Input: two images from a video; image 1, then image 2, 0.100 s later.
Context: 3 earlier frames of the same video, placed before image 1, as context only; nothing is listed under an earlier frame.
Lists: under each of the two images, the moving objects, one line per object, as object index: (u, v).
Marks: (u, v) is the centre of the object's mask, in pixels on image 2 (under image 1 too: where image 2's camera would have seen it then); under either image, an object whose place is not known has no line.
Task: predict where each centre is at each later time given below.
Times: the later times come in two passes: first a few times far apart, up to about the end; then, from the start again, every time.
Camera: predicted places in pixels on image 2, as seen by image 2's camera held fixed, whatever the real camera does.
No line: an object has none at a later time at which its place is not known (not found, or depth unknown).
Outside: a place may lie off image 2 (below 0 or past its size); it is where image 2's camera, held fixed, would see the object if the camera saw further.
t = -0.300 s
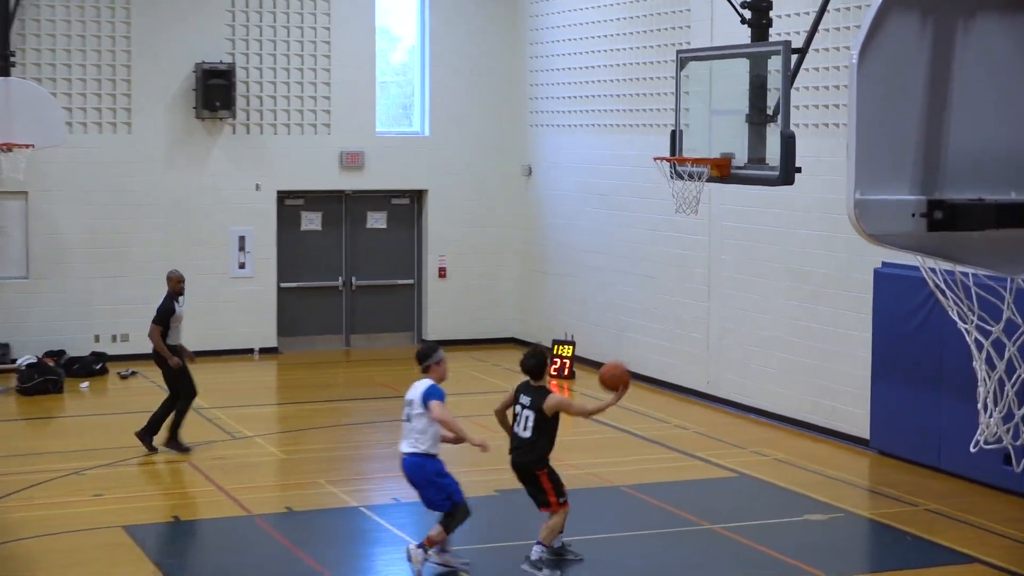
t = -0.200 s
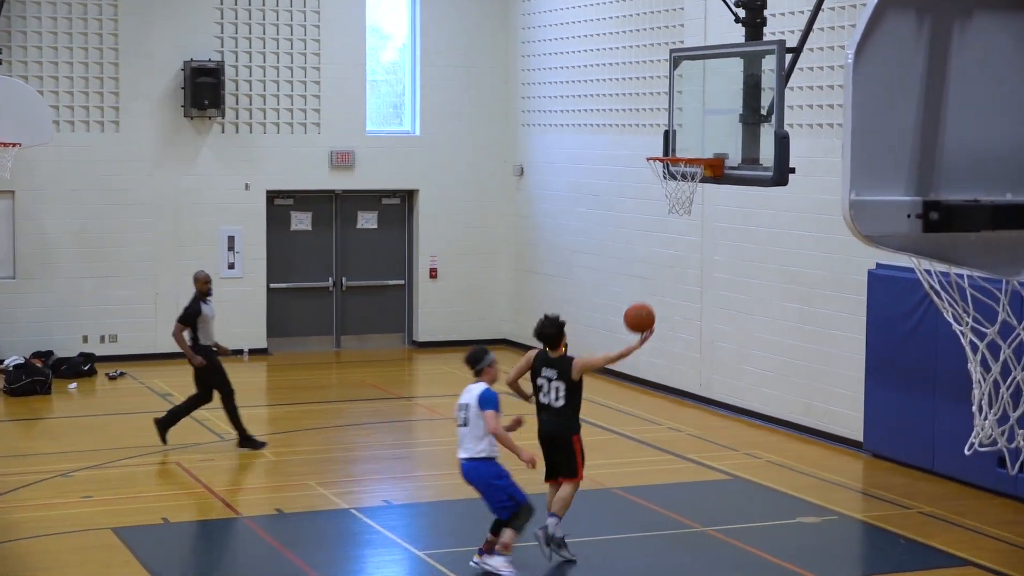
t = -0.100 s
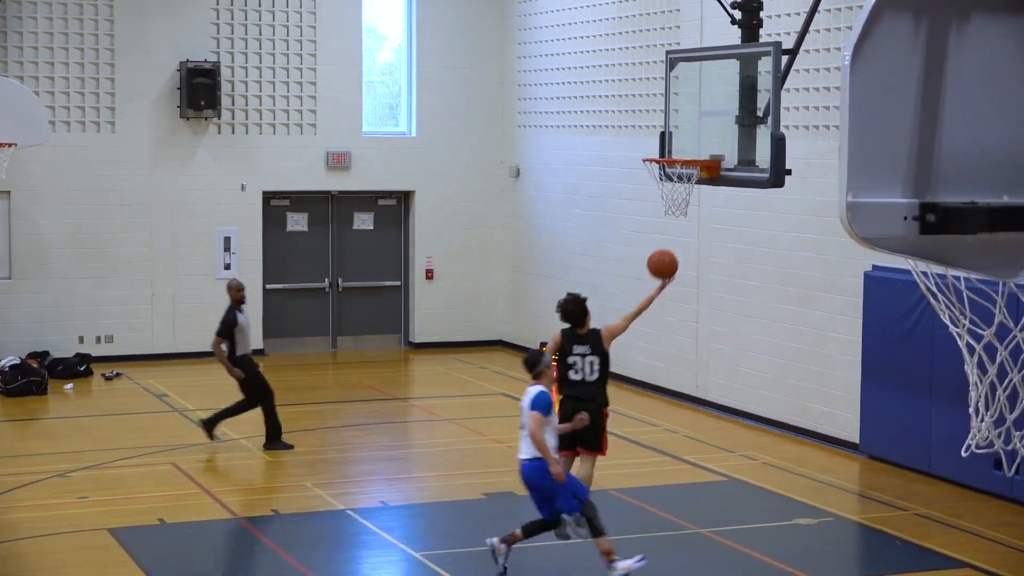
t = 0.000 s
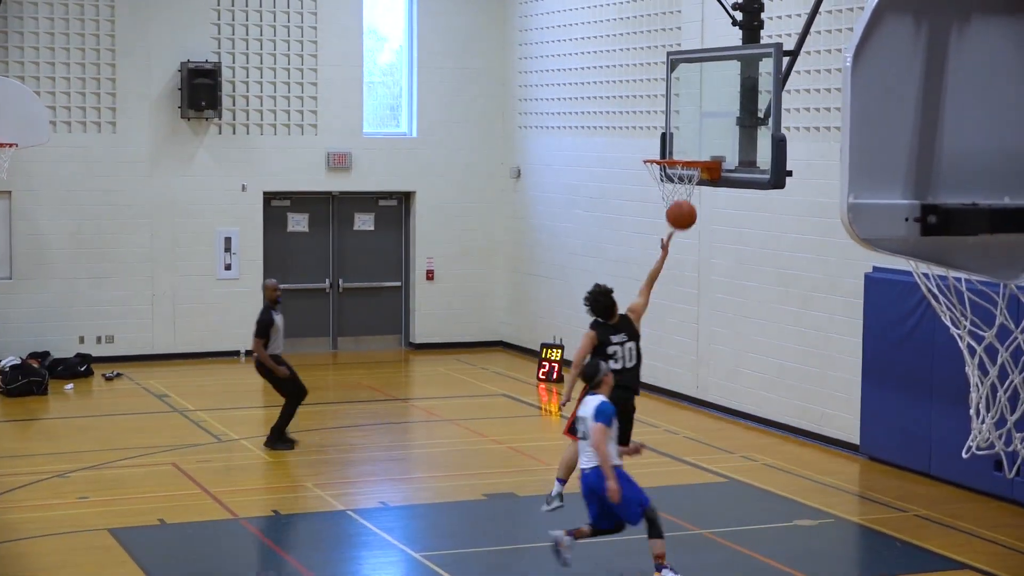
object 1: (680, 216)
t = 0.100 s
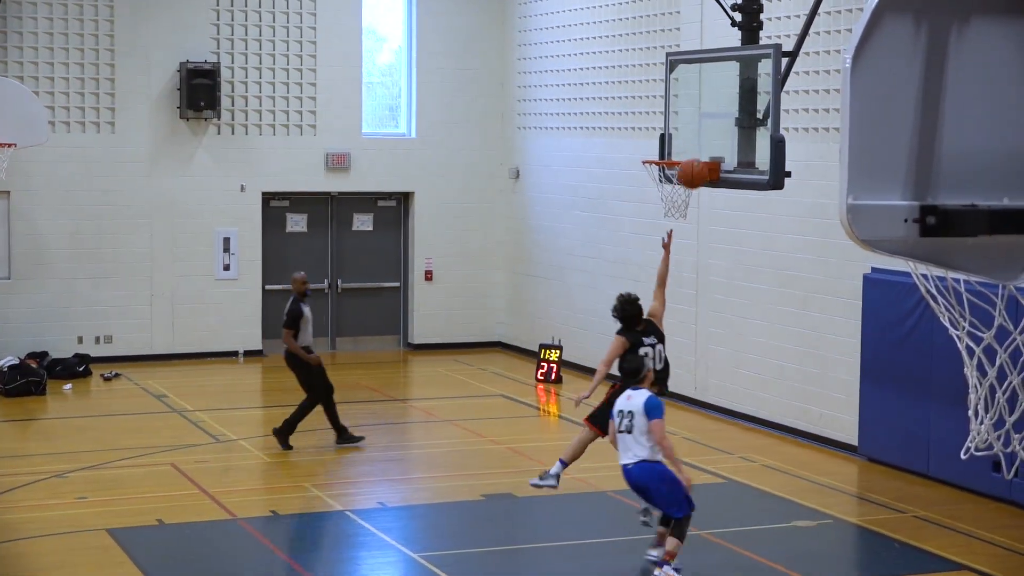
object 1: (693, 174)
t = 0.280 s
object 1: (713, 130)
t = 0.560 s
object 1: (674, 132)
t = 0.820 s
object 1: (690, 182)
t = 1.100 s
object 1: (683, 237)
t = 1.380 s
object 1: (669, 382)
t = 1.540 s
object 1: (663, 508)
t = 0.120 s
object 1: (695, 167)
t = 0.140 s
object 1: (697, 160)
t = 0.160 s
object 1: (700, 154)
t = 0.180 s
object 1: (702, 149)
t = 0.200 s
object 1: (704, 144)
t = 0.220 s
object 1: (707, 140)
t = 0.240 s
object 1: (709, 136)
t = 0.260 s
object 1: (711, 133)
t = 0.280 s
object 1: (713, 130)
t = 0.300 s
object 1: (716, 128)
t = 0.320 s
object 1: (718, 126)
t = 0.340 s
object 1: (714, 124)
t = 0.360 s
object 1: (711, 122)
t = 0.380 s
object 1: (707, 121)
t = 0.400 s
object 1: (704, 120)
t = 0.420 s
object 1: (700, 120)
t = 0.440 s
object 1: (697, 120)
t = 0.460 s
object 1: (693, 121)
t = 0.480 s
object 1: (689, 122)
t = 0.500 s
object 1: (686, 124)
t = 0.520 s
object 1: (682, 126)
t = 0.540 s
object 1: (678, 129)
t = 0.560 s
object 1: (674, 132)
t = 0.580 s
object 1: (671, 135)
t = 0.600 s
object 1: (667, 140)
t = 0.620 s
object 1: (664, 144)
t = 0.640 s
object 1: (660, 149)
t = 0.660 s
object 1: (656, 154)
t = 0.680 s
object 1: (659, 155)
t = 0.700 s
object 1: (664, 158)
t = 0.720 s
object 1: (668, 162)
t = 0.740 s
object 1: (671, 162)
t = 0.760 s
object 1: (678, 170)
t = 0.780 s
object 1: (682, 176)
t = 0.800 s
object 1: (687, 180)
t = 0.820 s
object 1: (690, 182)
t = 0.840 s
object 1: (693, 185)
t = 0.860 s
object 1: (693, 189)
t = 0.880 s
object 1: (683, 197)
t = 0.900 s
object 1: (686, 200)
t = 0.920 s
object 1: (689, 198)
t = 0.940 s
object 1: (688, 202)
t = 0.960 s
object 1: (688, 204)
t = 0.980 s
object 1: (688, 207)
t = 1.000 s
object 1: (687, 210)
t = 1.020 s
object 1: (687, 214)
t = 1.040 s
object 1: (686, 219)
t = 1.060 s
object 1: (685, 224)
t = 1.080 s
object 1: (684, 230)
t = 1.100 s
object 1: (683, 237)
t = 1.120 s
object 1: (682, 244)
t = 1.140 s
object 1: (681, 252)
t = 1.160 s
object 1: (680, 260)
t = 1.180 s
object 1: (679, 269)
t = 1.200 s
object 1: (678, 278)
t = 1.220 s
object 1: (677, 288)
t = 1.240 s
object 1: (676, 298)
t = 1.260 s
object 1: (675, 309)
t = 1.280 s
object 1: (674, 319)
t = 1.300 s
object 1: (673, 331)
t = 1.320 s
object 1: (672, 343)
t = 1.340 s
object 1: (671, 356)
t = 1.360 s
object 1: (670, 369)
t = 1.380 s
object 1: (669, 382)
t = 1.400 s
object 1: (668, 397)
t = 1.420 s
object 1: (668, 411)
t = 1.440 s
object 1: (667, 426)
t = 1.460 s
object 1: (666, 441)
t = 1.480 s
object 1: (665, 457)
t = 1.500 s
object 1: (664, 474)
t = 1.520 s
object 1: (664, 490)
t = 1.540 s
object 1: (663, 508)
